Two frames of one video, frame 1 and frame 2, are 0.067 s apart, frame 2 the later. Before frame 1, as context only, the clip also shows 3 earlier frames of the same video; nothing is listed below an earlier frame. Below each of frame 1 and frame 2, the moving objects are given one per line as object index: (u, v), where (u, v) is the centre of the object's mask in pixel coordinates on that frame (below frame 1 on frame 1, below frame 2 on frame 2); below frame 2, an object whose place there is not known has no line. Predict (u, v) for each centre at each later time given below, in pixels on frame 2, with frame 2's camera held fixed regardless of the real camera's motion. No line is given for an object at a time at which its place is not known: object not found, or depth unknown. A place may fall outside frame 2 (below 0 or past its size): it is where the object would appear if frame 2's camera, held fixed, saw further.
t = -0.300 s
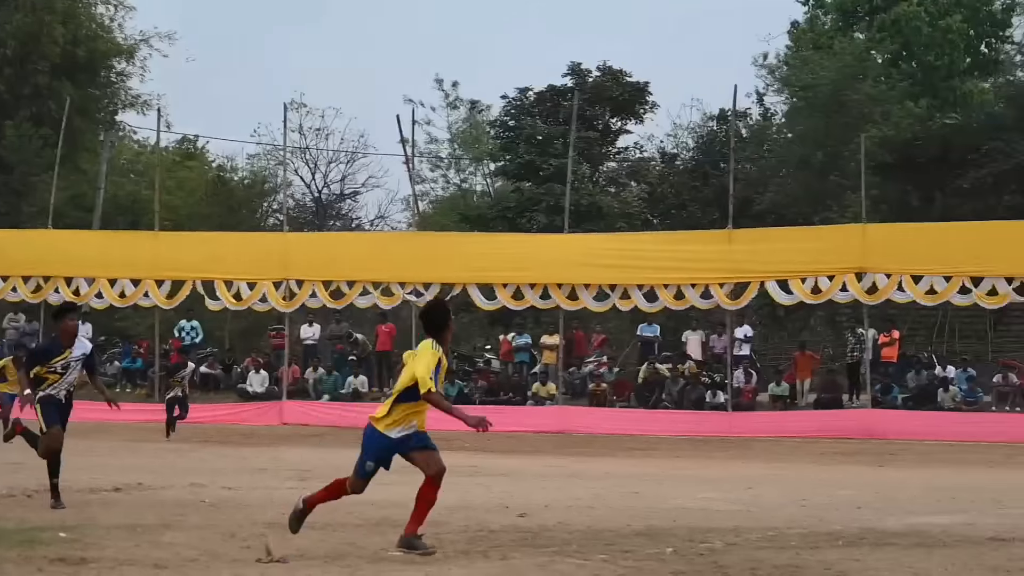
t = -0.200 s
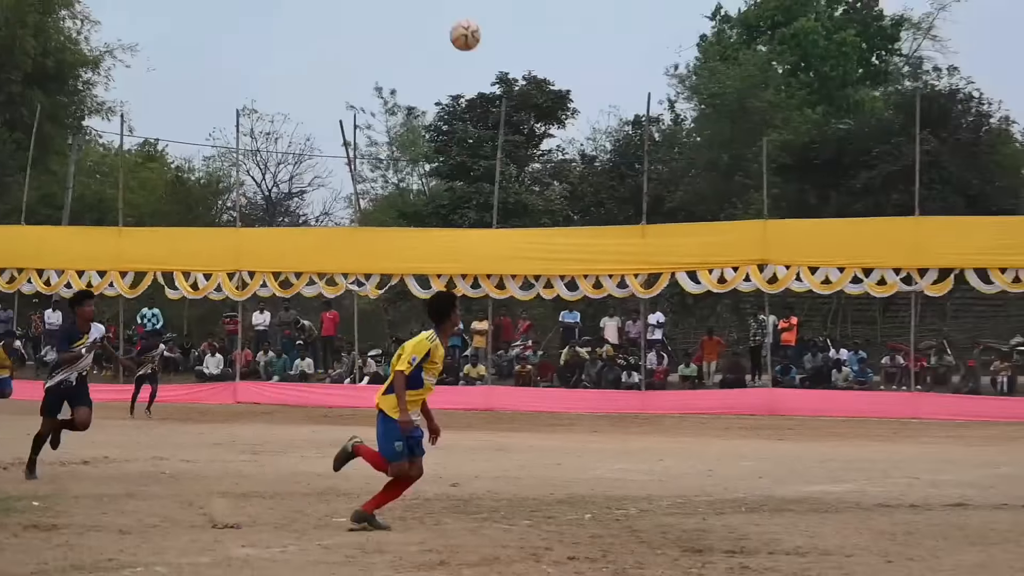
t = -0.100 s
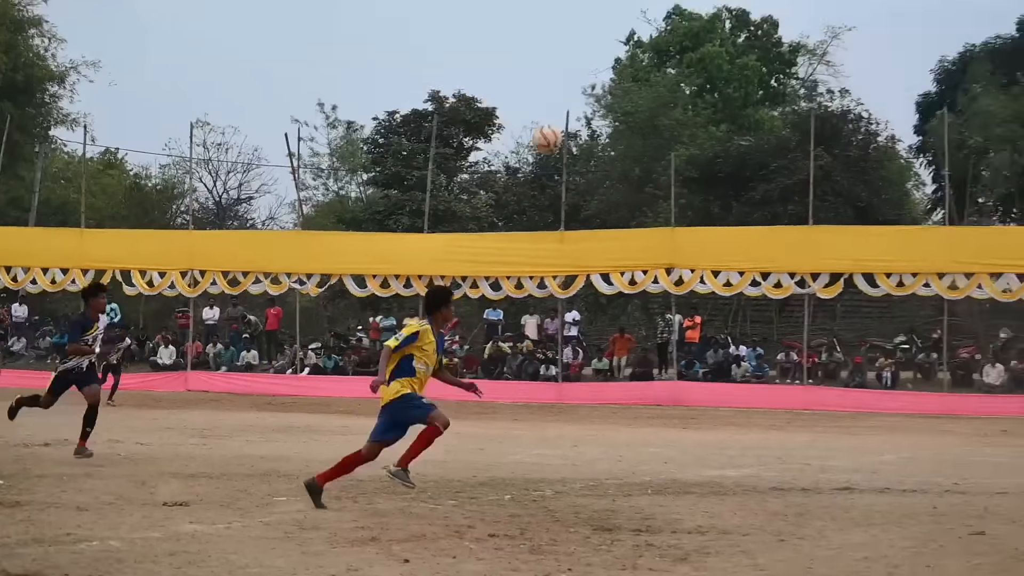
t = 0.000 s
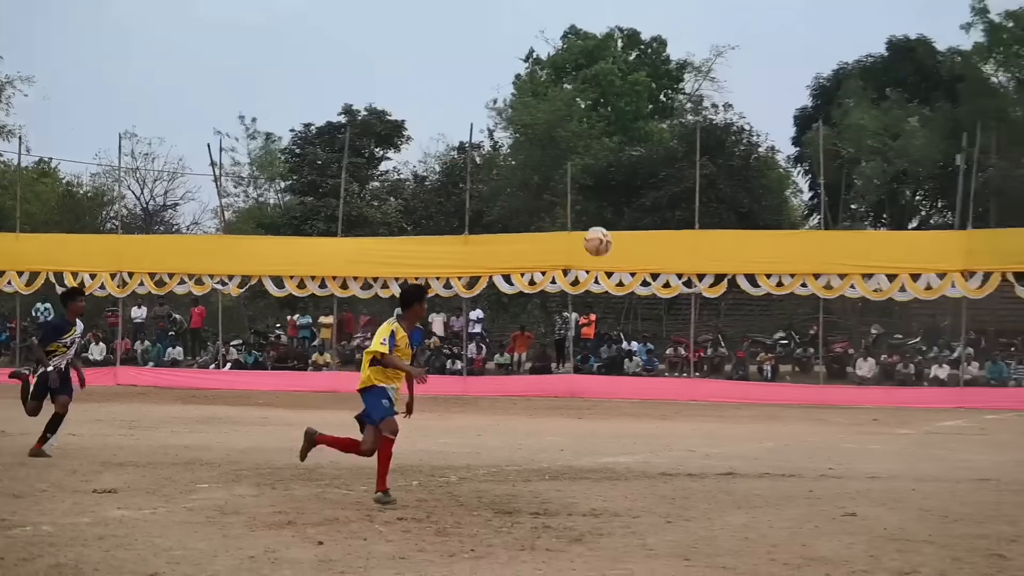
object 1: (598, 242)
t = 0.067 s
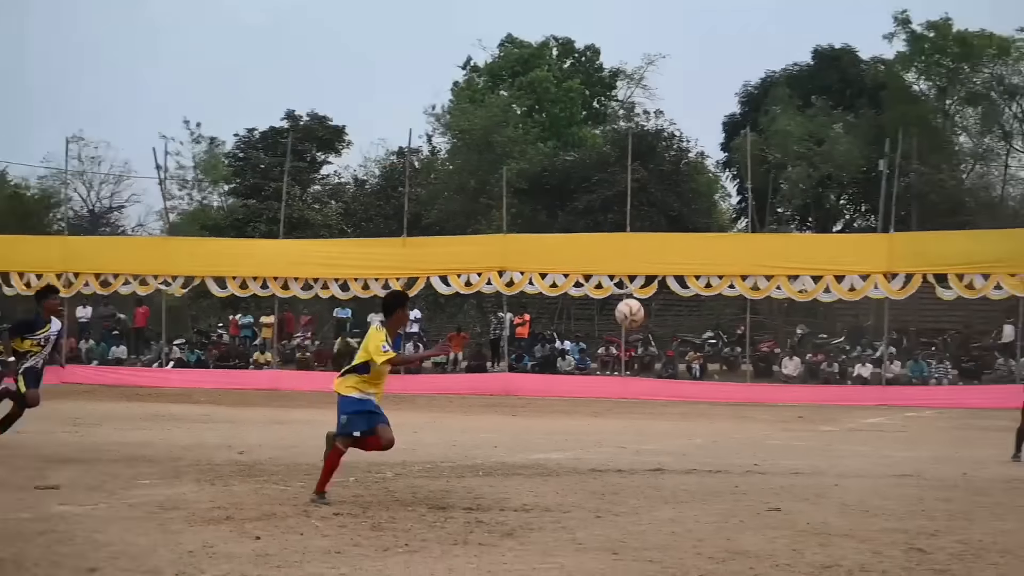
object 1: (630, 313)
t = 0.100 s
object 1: (684, 352)
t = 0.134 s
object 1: (740, 394)
